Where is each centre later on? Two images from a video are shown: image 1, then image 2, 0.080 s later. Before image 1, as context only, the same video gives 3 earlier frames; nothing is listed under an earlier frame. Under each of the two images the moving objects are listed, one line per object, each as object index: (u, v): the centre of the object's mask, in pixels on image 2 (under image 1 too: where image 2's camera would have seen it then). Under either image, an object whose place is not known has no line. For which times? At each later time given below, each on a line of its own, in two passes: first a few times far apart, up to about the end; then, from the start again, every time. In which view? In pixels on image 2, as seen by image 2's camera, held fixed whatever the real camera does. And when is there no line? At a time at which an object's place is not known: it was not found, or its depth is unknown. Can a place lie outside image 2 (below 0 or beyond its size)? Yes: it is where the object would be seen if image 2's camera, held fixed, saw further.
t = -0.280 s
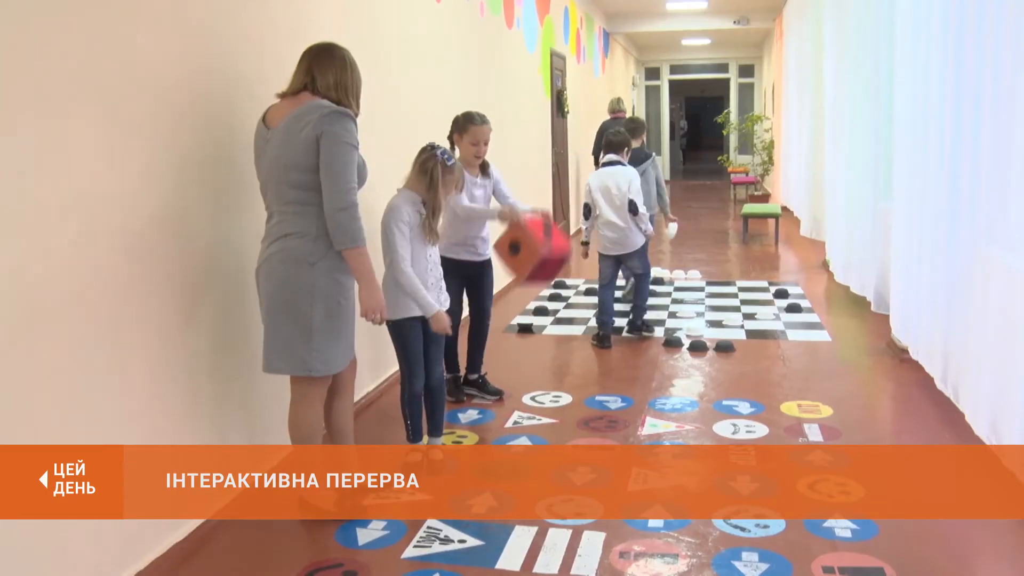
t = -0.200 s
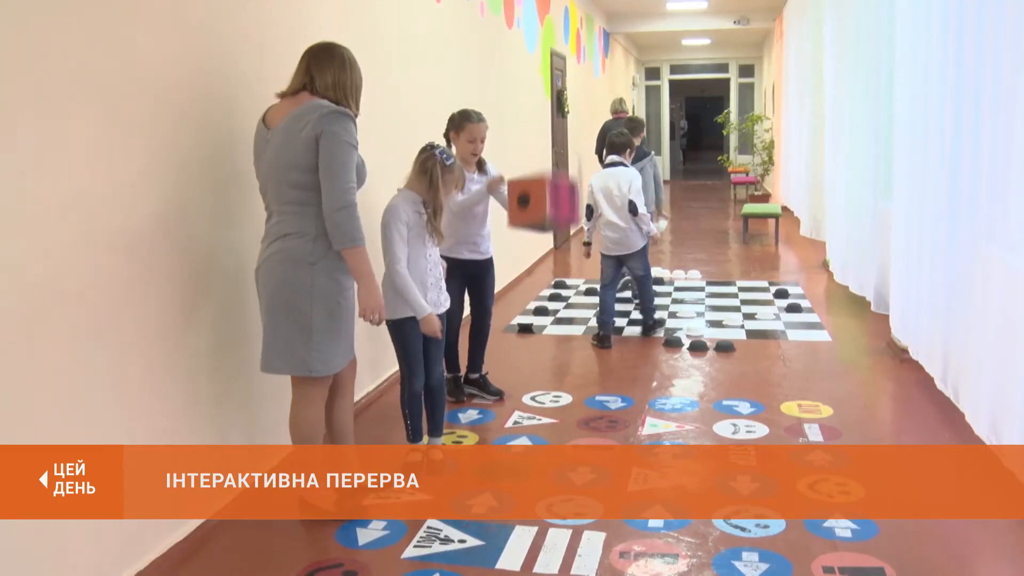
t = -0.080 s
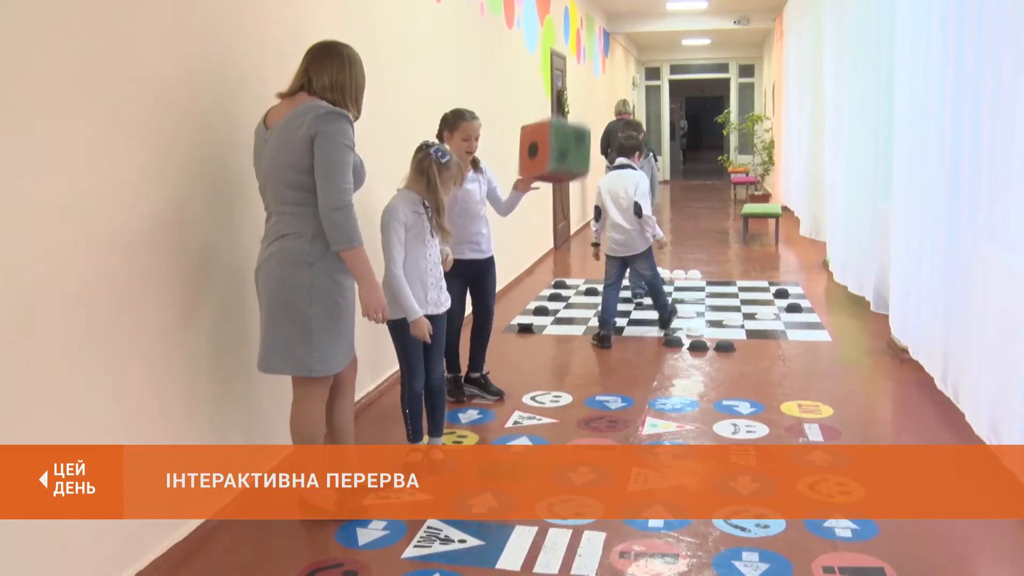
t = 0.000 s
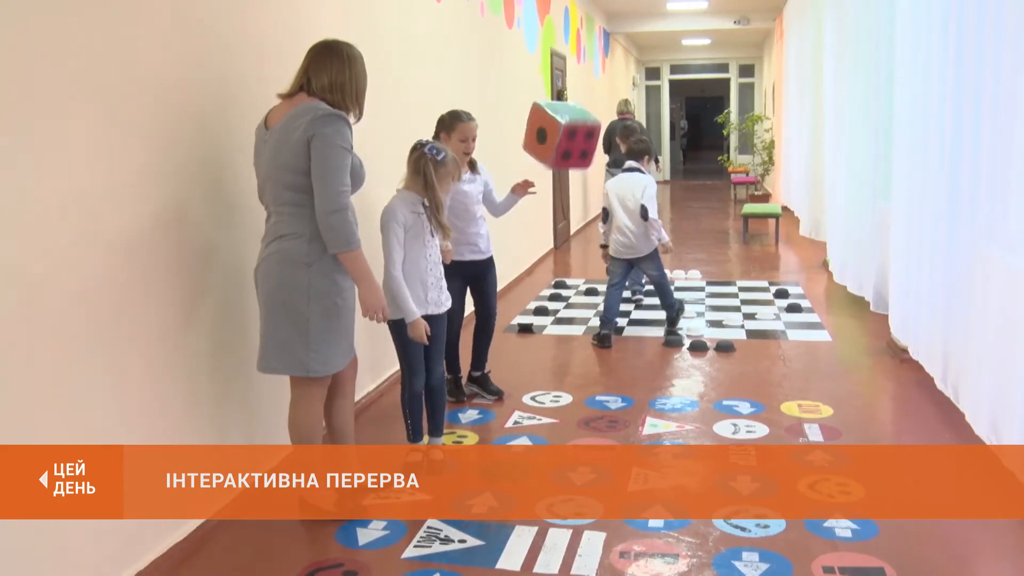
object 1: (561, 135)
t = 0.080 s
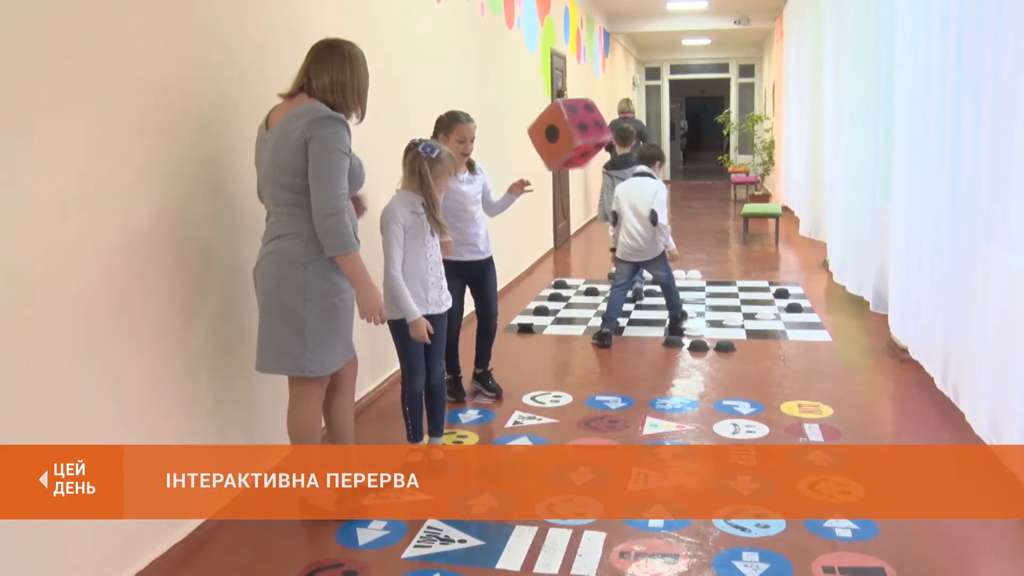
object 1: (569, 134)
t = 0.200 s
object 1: (583, 158)
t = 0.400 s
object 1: (608, 273)
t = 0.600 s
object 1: (637, 407)
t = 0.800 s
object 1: (685, 398)
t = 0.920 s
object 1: (698, 392)
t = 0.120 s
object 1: (573, 139)
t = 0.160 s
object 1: (578, 147)
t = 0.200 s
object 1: (583, 158)
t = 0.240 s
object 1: (588, 175)
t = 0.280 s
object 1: (595, 193)
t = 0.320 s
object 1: (598, 217)
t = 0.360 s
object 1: (603, 244)
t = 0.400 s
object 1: (608, 273)
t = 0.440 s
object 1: (612, 307)
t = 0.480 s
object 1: (615, 346)
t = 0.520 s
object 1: (620, 383)
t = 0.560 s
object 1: (626, 416)
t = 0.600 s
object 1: (637, 407)
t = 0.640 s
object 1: (647, 397)
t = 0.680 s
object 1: (658, 392)
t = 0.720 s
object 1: (666, 391)
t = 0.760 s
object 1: (675, 394)
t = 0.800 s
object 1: (685, 398)
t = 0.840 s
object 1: (689, 394)
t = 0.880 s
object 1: (694, 391)
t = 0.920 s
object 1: (698, 392)
